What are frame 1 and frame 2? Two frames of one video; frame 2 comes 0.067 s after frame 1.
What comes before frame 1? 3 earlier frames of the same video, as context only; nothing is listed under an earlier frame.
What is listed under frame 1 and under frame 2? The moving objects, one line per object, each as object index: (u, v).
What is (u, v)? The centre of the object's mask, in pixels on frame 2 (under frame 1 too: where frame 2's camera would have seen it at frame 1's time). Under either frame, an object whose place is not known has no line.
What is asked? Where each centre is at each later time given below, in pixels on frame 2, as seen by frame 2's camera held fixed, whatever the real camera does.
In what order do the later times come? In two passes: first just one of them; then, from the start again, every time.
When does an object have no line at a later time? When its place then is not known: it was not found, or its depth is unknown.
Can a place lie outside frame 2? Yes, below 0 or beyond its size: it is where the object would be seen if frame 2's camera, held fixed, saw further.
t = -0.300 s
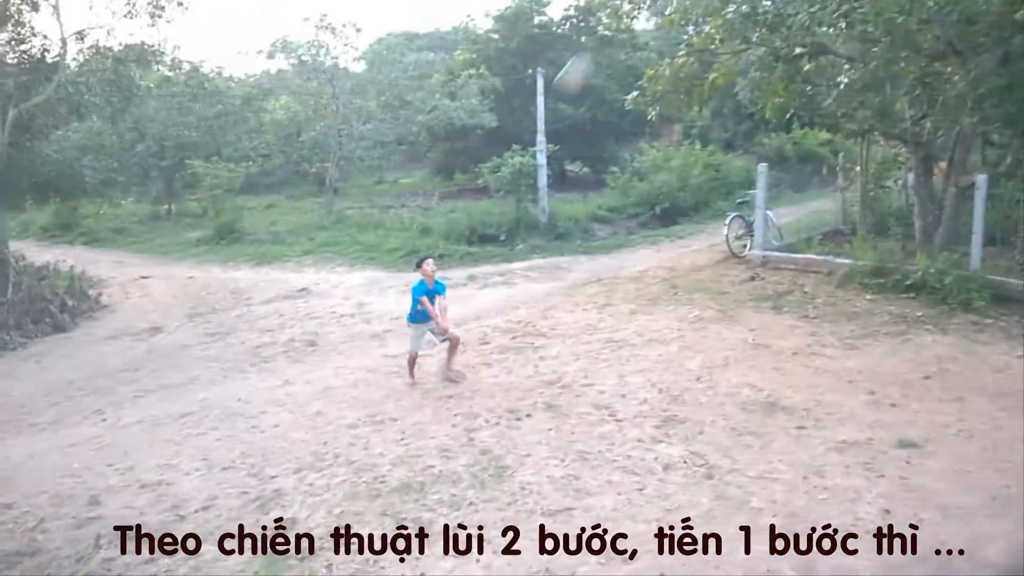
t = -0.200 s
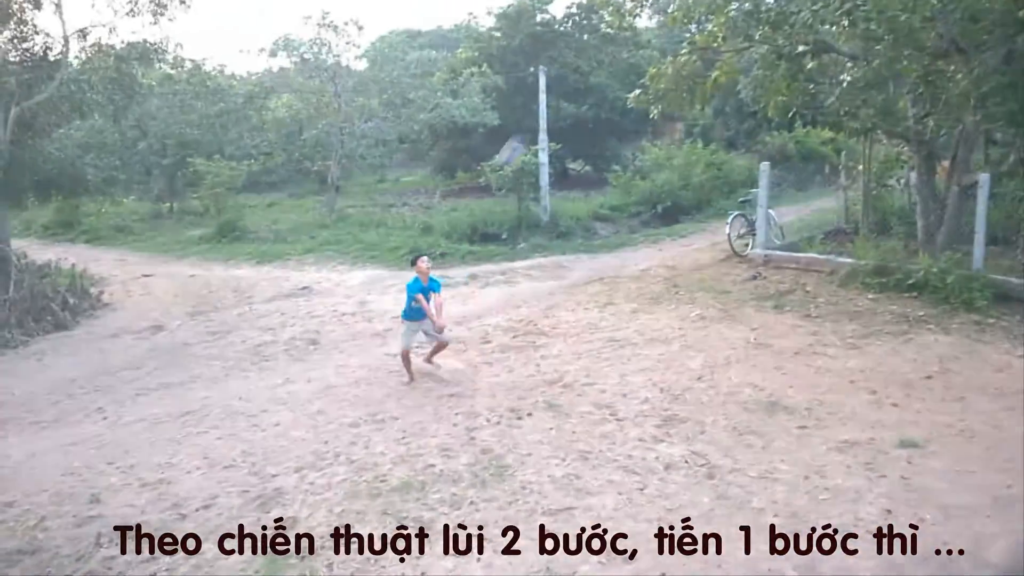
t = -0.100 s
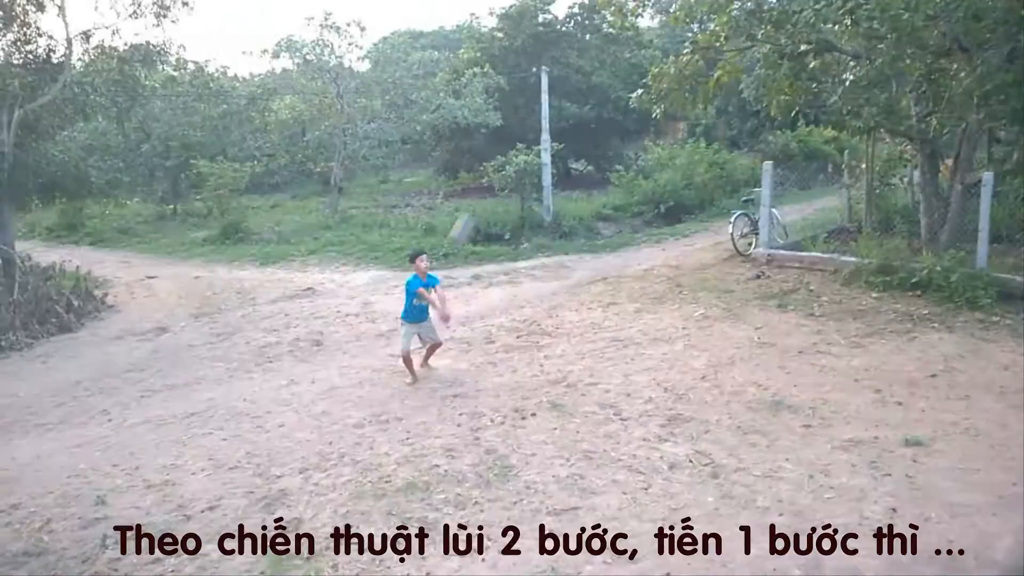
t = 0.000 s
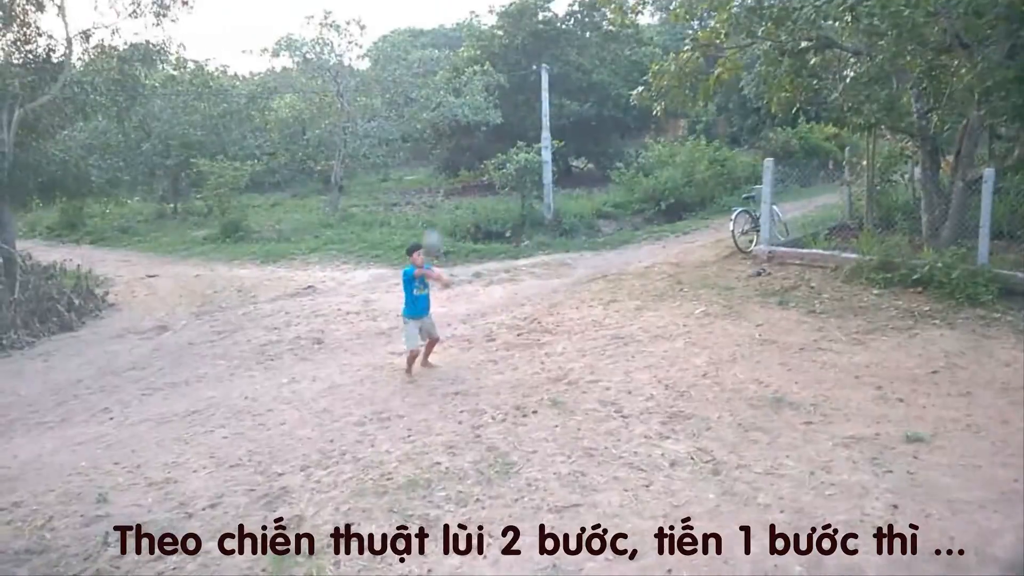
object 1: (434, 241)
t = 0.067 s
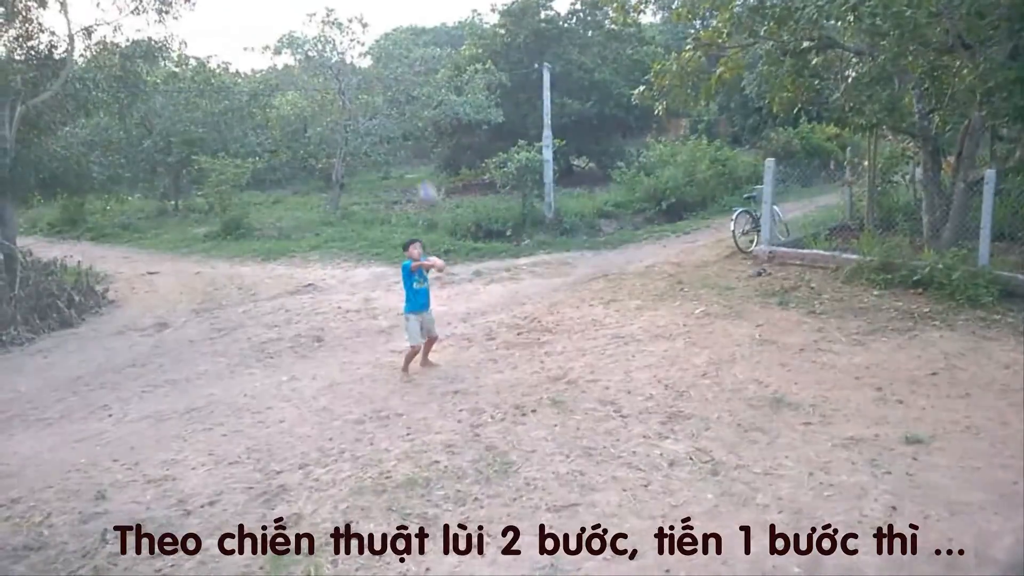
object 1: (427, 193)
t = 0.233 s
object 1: (411, 98)
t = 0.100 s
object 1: (425, 173)
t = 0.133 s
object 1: (421, 153)
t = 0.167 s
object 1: (418, 134)
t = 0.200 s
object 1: (414, 114)
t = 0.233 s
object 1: (411, 98)
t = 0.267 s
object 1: (409, 85)
